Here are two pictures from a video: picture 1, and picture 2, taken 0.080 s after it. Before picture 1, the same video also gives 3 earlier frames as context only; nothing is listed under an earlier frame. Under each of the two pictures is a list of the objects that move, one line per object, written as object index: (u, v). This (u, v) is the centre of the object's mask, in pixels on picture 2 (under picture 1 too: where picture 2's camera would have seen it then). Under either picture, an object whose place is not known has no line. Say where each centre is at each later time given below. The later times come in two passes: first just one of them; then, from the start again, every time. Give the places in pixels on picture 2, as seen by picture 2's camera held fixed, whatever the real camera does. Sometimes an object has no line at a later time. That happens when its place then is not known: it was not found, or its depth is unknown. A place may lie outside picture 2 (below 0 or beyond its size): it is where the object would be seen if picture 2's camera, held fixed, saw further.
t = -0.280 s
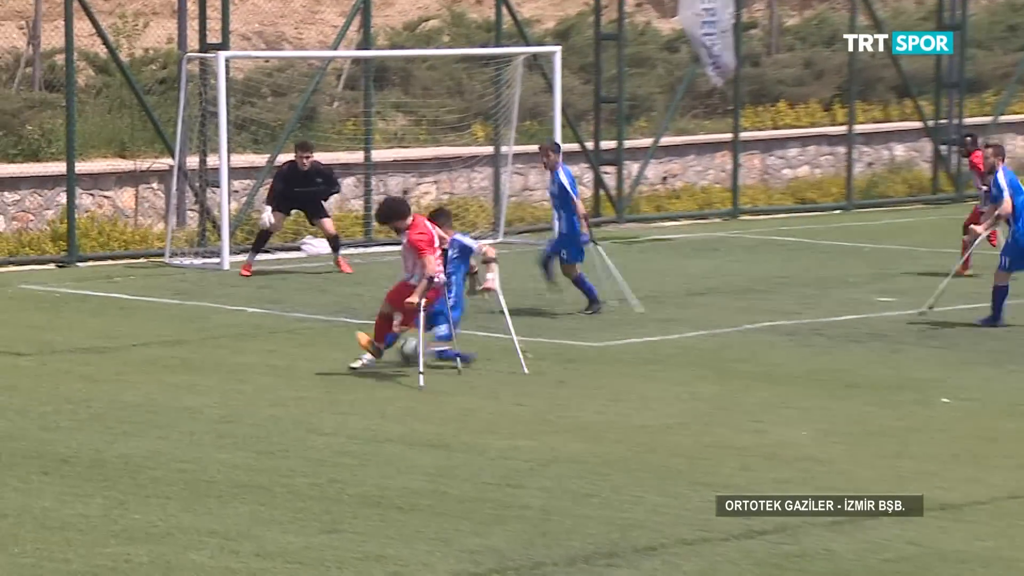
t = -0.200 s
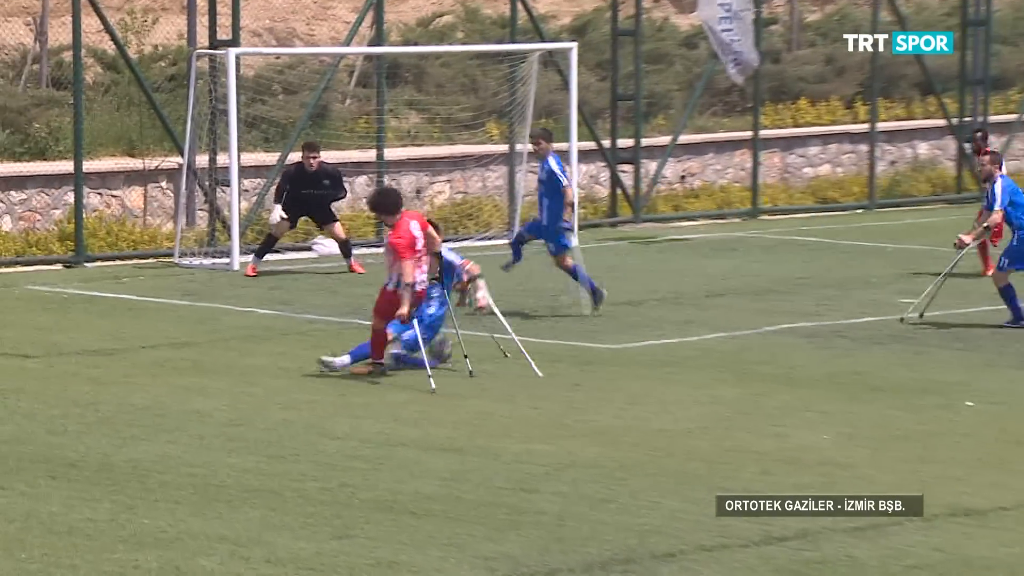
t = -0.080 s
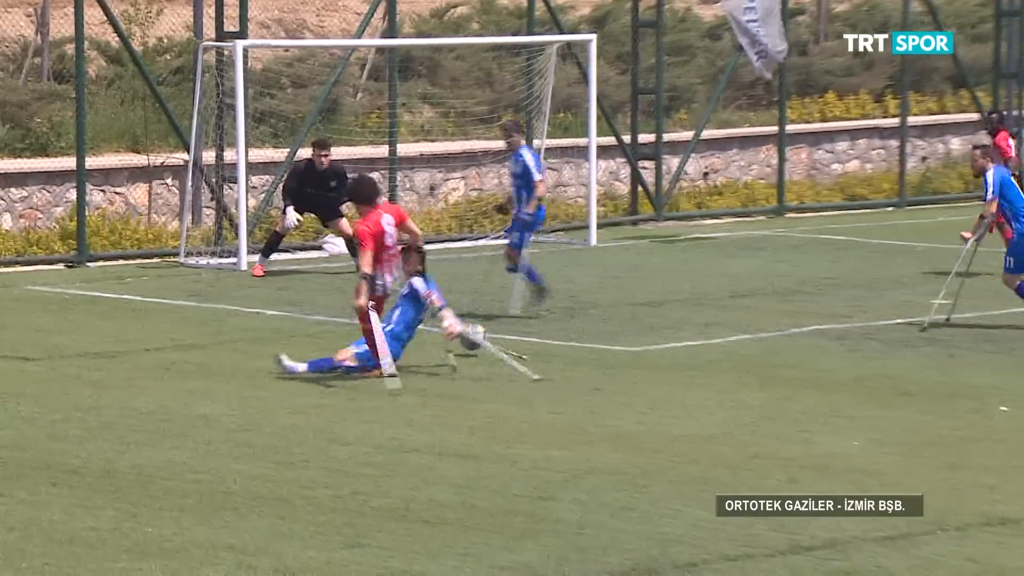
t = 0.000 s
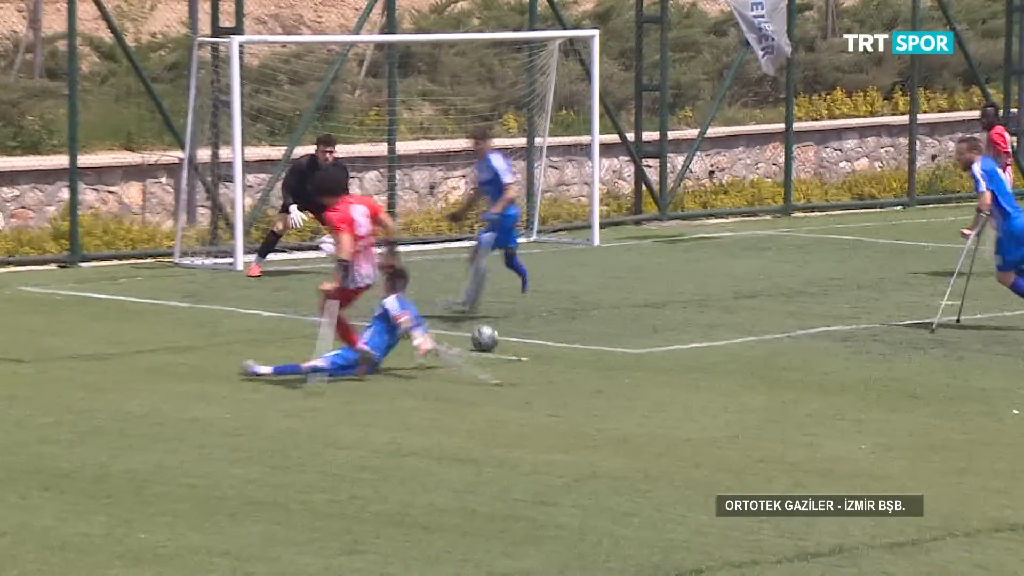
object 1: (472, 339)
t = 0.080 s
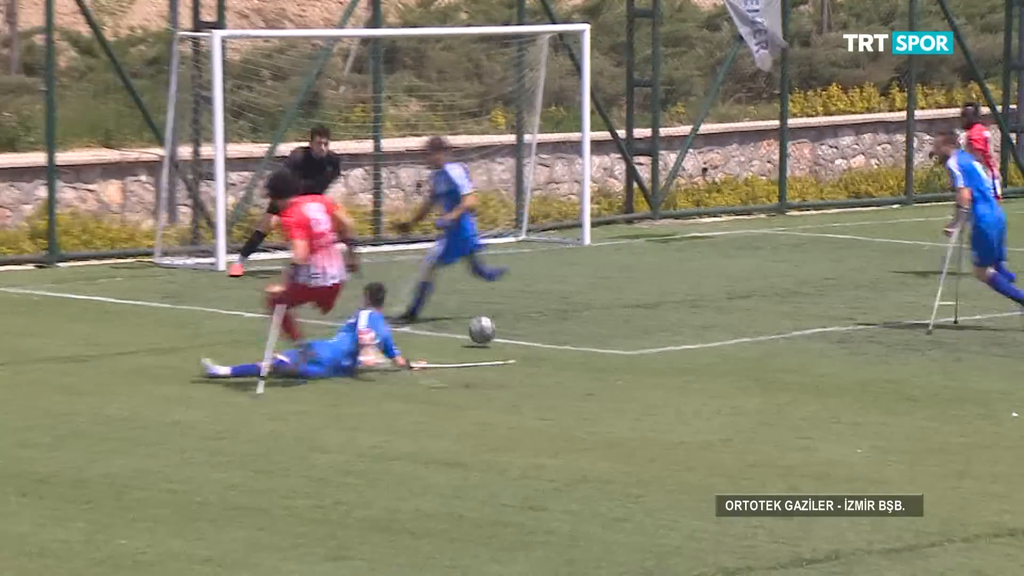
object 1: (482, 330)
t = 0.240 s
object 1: (498, 324)
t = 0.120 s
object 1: (486, 326)
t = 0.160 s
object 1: (490, 324)
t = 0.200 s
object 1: (493, 325)
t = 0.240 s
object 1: (498, 324)
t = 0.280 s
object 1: (502, 320)
